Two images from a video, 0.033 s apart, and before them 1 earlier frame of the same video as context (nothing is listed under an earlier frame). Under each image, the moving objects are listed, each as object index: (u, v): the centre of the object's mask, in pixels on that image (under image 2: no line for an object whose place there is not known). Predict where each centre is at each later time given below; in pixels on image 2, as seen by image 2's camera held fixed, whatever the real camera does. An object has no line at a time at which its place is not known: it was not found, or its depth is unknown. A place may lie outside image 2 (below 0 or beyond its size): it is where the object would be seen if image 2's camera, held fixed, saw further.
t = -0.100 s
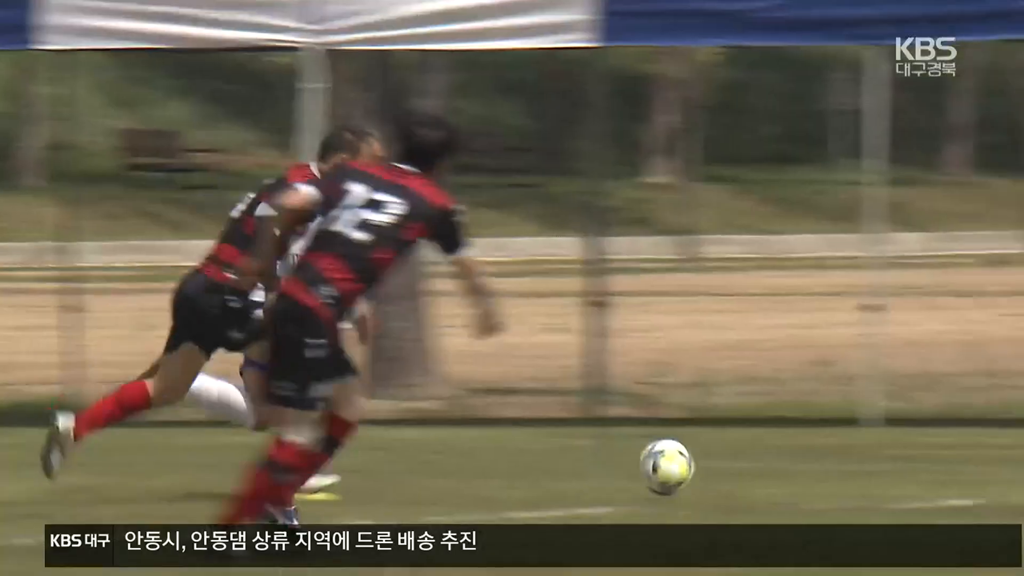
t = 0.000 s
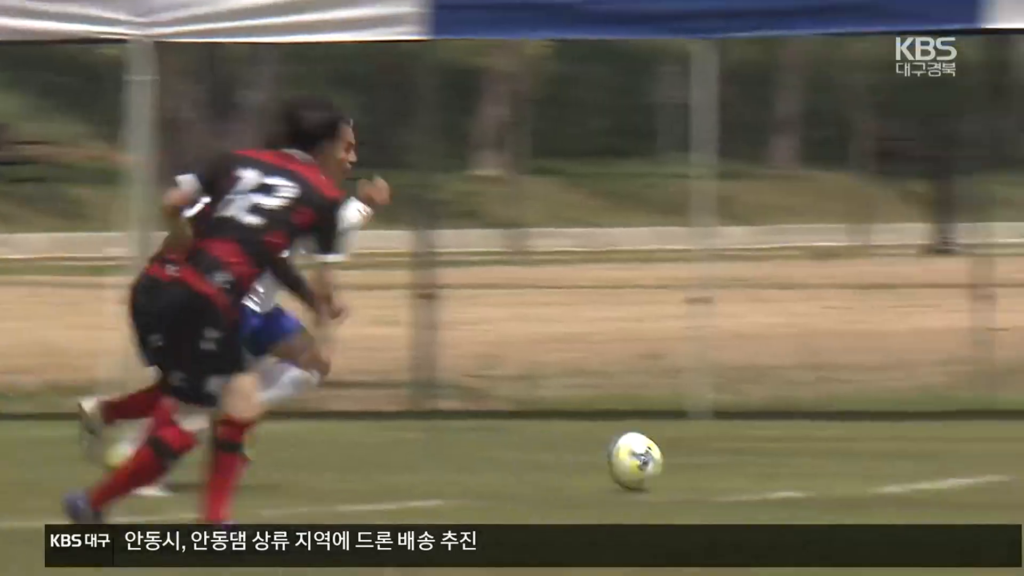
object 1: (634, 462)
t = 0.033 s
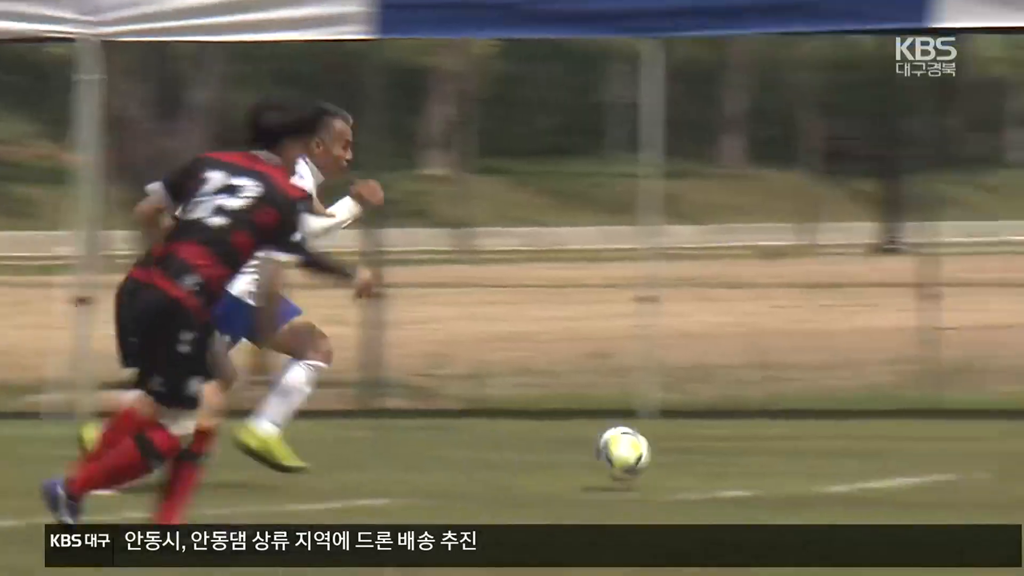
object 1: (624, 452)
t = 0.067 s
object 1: (663, 448)
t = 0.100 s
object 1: (703, 447)
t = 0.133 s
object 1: (743, 449)
